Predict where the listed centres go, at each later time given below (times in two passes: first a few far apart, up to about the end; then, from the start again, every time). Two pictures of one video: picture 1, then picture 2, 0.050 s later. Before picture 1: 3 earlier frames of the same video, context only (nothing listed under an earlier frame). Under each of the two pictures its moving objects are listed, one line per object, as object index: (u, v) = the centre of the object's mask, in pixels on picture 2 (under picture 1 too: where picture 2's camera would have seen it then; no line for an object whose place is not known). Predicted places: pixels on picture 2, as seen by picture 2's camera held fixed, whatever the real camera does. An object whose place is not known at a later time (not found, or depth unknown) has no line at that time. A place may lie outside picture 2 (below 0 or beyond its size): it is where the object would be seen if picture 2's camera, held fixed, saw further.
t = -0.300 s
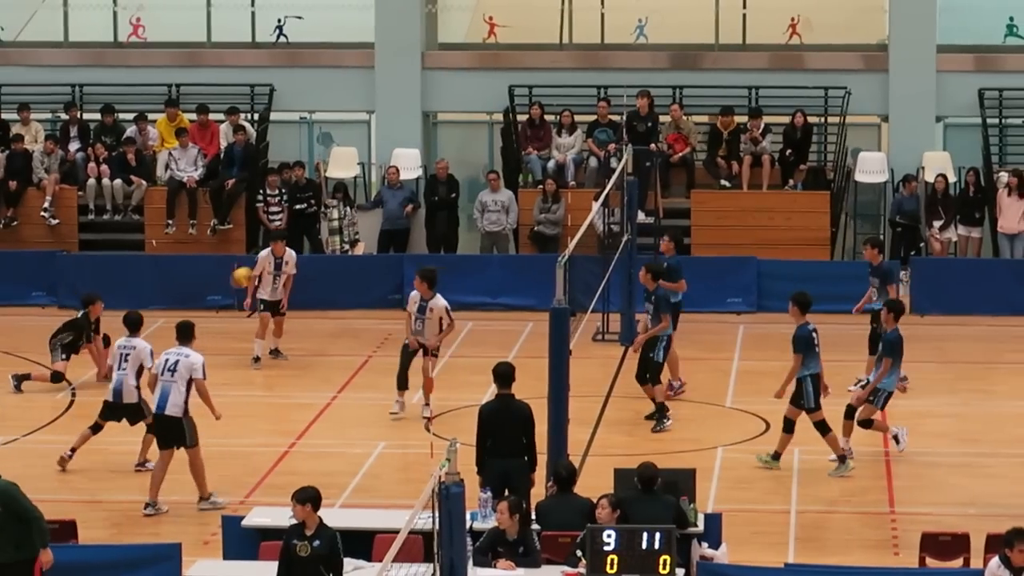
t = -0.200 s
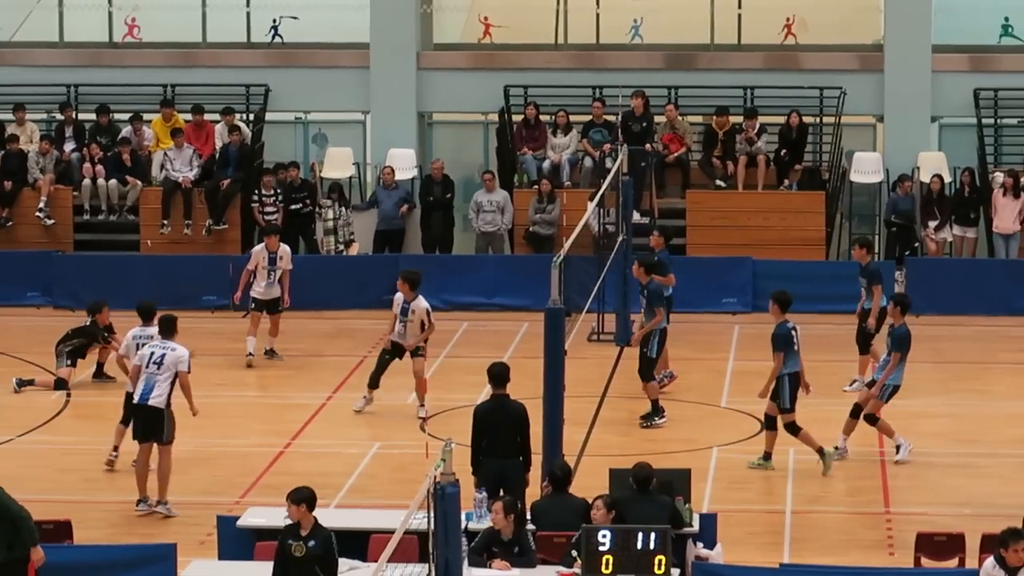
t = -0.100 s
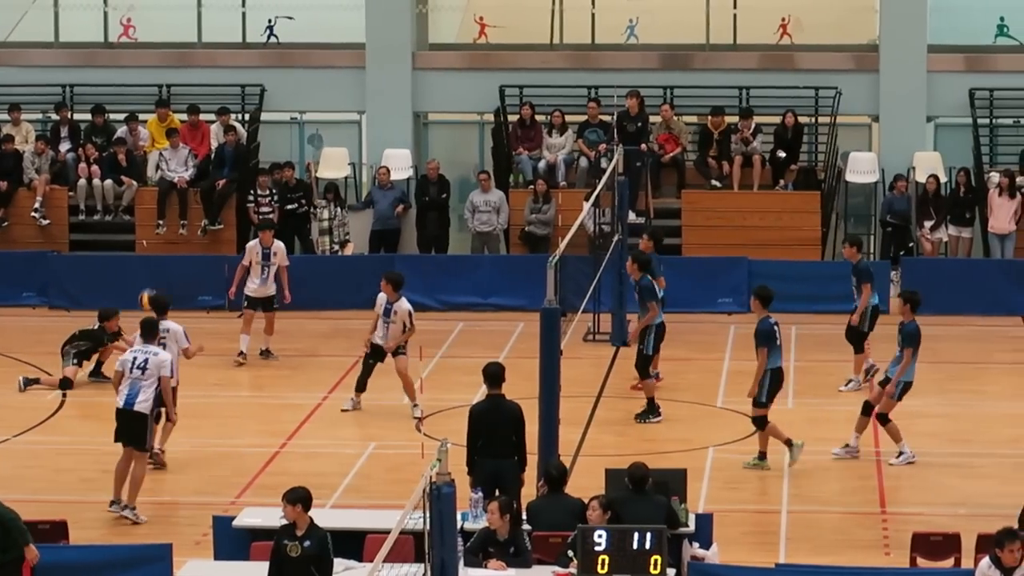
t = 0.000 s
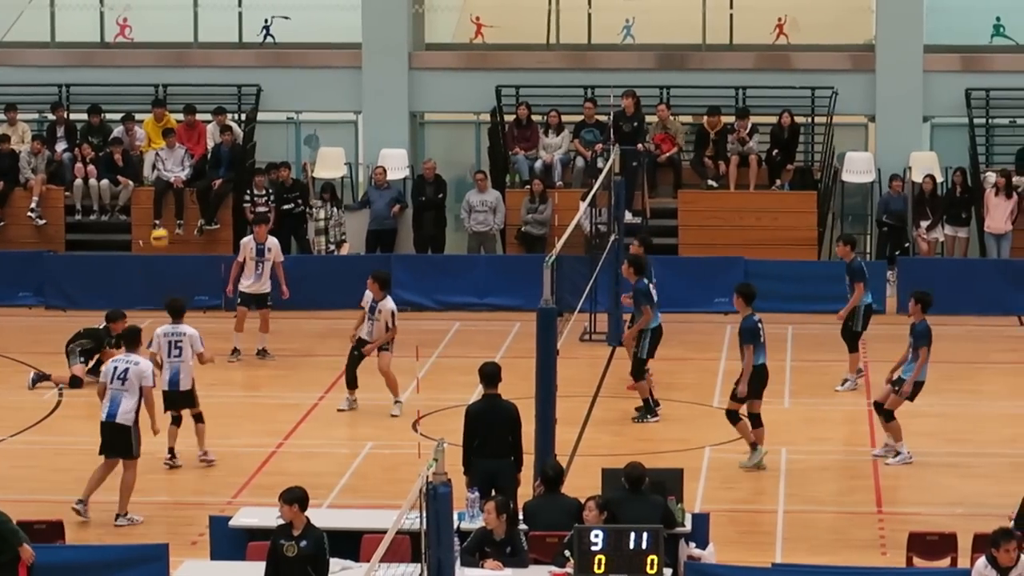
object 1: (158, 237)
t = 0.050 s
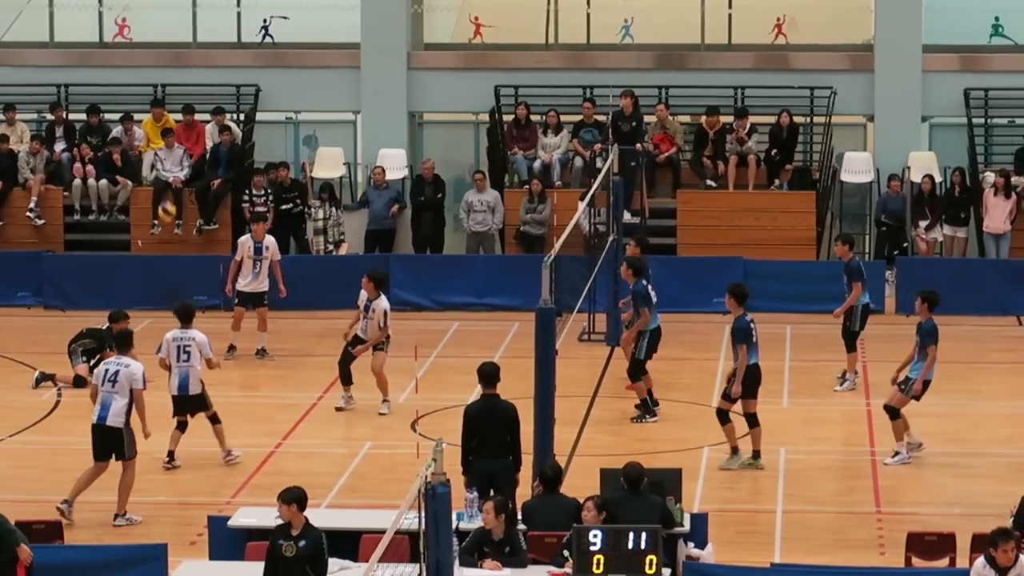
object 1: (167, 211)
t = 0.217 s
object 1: (189, 135)
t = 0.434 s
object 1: (216, 72)
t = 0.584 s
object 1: (234, 52)
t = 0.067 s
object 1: (169, 202)
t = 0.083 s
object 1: (171, 194)
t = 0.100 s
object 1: (173, 186)
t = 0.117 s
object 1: (176, 178)
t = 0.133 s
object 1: (179, 170)
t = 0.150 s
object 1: (180, 163)
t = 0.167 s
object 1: (182, 156)
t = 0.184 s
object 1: (186, 149)
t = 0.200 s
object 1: (188, 142)
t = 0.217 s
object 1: (189, 135)
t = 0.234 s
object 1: (191, 128)
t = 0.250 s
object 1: (194, 123)
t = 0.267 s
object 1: (196, 117)
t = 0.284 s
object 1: (197, 111)
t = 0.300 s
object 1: (199, 106)
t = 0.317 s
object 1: (202, 102)
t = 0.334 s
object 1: (204, 96)
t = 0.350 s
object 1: (206, 91)
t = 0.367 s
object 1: (208, 87)
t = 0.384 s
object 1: (211, 83)
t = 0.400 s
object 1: (213, 79)
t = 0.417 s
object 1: (215, 75)
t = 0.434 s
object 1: (216, 72)
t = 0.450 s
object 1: (218, 69)
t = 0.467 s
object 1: (221, 66)
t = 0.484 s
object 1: (223, 63)
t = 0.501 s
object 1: (225, 60)
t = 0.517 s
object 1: (227, 58)
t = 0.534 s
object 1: (229, 56)
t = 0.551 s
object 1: (231, 55)
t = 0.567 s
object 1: (233, 53)
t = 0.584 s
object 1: (234, 52)
